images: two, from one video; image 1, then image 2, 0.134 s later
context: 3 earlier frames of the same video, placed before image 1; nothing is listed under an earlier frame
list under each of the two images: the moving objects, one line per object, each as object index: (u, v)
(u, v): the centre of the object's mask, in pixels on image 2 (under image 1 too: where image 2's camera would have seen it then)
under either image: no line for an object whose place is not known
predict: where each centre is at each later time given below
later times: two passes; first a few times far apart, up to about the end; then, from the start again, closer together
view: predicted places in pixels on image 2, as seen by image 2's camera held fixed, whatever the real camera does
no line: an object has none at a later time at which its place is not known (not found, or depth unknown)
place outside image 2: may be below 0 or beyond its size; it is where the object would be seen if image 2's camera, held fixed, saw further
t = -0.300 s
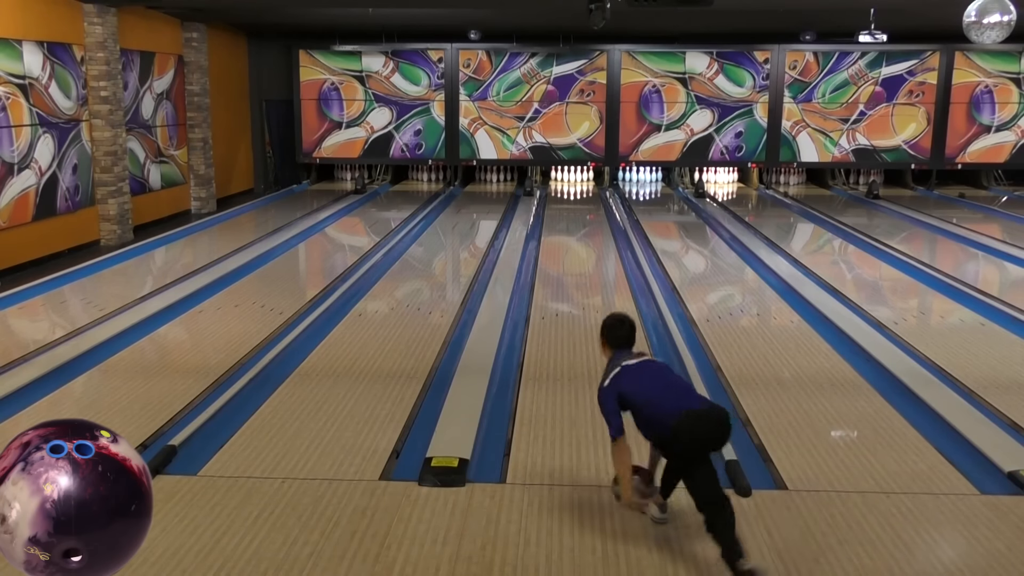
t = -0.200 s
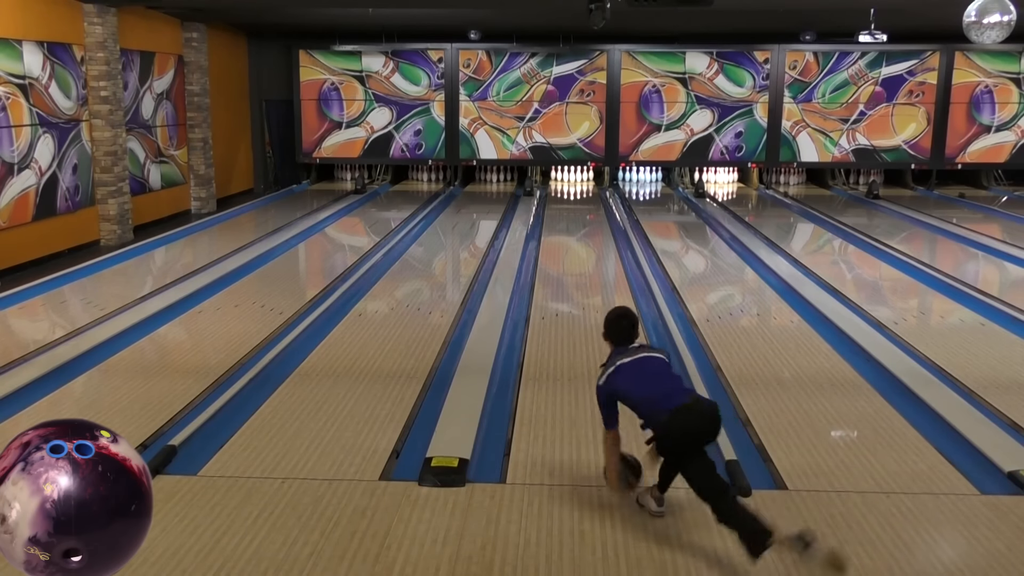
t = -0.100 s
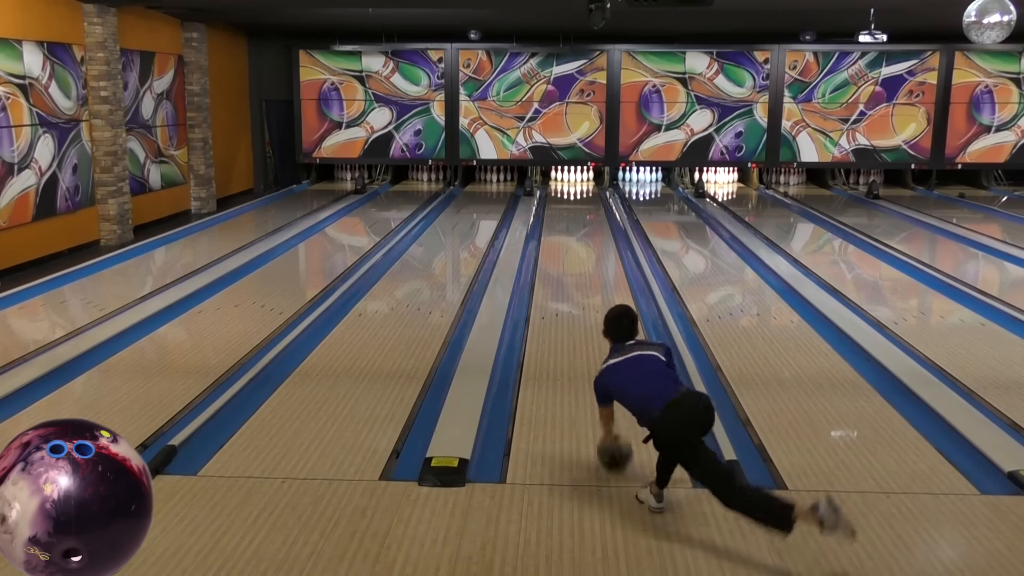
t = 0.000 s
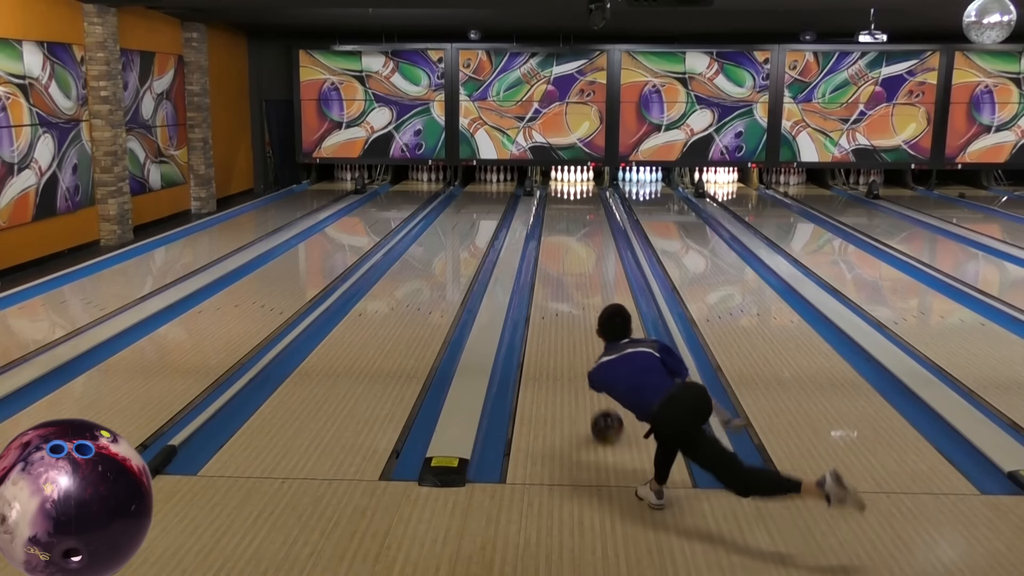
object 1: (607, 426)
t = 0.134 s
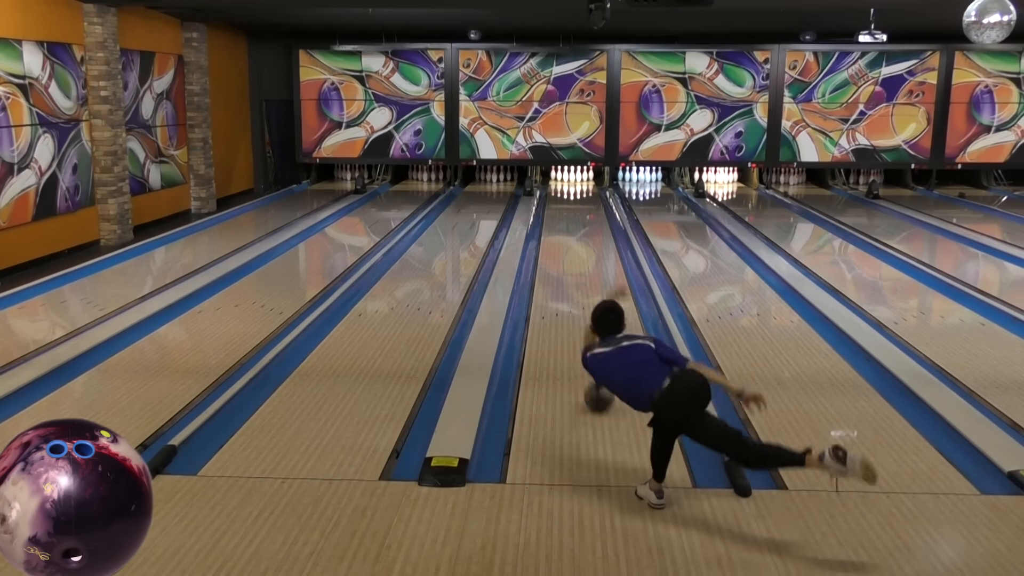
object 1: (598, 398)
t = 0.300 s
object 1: (588, 369)
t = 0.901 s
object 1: (570, 292)
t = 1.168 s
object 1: (566, 271)
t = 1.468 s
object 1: (561, 252)
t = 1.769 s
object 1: (558, 236)
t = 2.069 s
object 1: (556, 223)
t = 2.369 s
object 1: (554, 212)
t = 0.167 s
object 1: (595, 392)
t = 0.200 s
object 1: (593, 386)
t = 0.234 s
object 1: (592, 381)
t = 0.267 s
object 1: (590, 375)
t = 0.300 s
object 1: (588, 369)
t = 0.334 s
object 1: (586, 364)
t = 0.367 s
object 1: (585, 359)
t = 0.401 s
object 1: (584, 355)
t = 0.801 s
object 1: (573, 302)
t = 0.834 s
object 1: (573, 299)
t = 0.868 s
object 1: (571, 296)
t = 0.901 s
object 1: (570, 292)
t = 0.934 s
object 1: (570, 290)
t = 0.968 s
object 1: (569, 287)
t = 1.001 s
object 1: (568, 284)
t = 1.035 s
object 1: (568, 281)
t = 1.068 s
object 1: (567, 279)
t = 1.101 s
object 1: (567, 276)
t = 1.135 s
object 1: (566, 274)
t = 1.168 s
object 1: (566, 271)
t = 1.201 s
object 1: (565, 269)
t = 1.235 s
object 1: (565, 265)
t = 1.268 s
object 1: (564, 264)
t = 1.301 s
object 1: (564, 262)
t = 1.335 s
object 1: (563, 260)
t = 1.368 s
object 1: (563, 258)
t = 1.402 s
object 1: (562, 256)
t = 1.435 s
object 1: (562, 254)
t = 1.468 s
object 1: (561, 252)
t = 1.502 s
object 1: (561, 250)
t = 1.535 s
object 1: (560, 248)
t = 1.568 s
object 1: (560, 246)
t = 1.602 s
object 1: (560, 244)
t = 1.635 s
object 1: (559, 242)
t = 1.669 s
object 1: (559, 241)
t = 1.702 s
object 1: (559, 239)
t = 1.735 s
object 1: (558, 237)
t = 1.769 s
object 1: (558, 236)
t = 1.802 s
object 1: (558, 234)
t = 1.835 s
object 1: (557, 233)
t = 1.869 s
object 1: (557, 231)
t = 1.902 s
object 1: (557, 230)
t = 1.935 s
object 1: (557, 229)
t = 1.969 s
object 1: (556, 227)
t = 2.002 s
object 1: (556, 225)
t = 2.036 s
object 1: (556, 225)
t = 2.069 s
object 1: (556, 223)
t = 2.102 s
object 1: (555, 222)
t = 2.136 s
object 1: (556, 220)
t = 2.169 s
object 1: (555, 219)
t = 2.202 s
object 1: (555, 218)
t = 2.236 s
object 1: (554, 217)
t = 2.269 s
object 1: (554, 215)
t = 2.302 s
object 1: (555, 214)
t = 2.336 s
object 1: (554, 213)
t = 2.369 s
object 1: (554, 212)
